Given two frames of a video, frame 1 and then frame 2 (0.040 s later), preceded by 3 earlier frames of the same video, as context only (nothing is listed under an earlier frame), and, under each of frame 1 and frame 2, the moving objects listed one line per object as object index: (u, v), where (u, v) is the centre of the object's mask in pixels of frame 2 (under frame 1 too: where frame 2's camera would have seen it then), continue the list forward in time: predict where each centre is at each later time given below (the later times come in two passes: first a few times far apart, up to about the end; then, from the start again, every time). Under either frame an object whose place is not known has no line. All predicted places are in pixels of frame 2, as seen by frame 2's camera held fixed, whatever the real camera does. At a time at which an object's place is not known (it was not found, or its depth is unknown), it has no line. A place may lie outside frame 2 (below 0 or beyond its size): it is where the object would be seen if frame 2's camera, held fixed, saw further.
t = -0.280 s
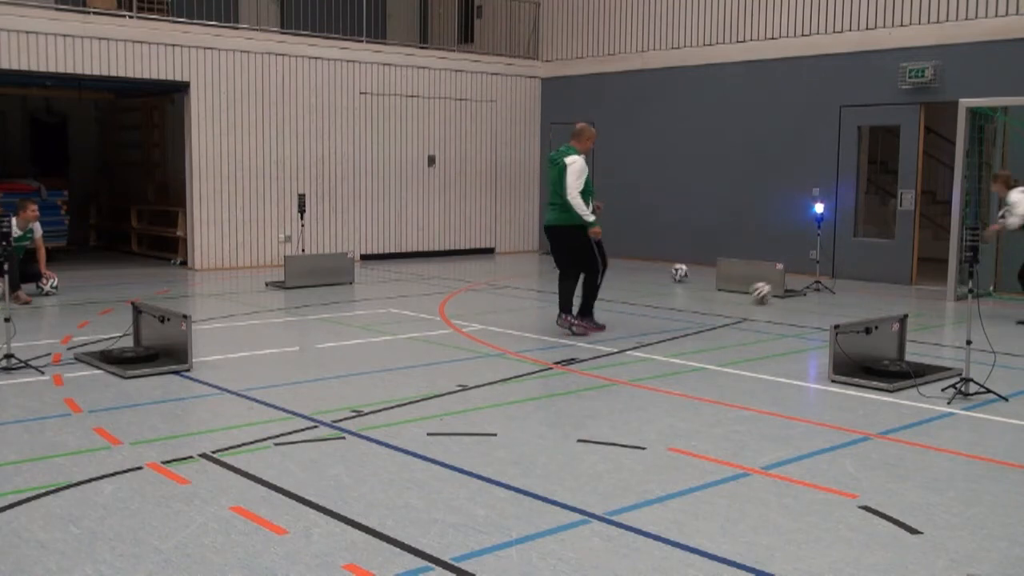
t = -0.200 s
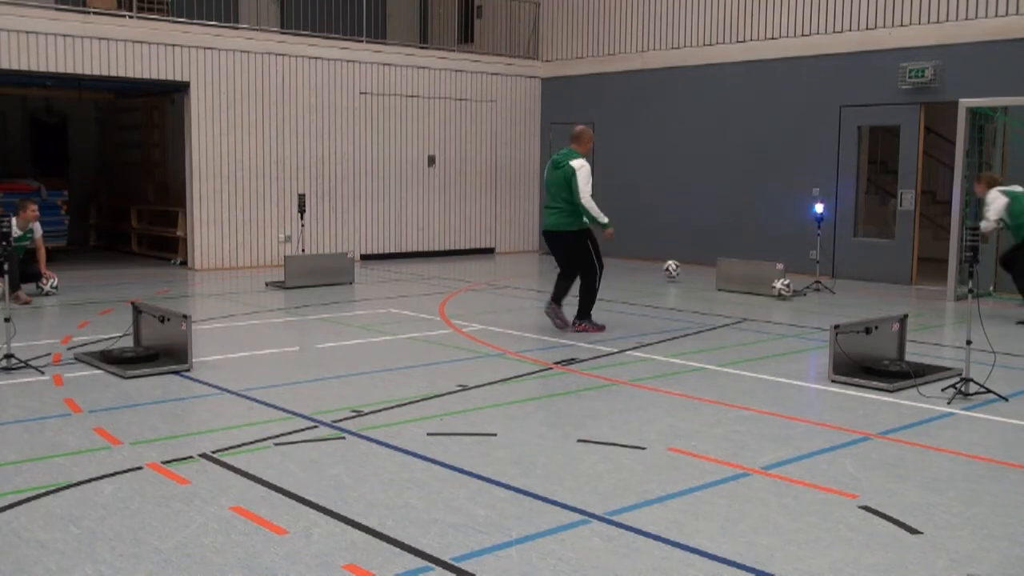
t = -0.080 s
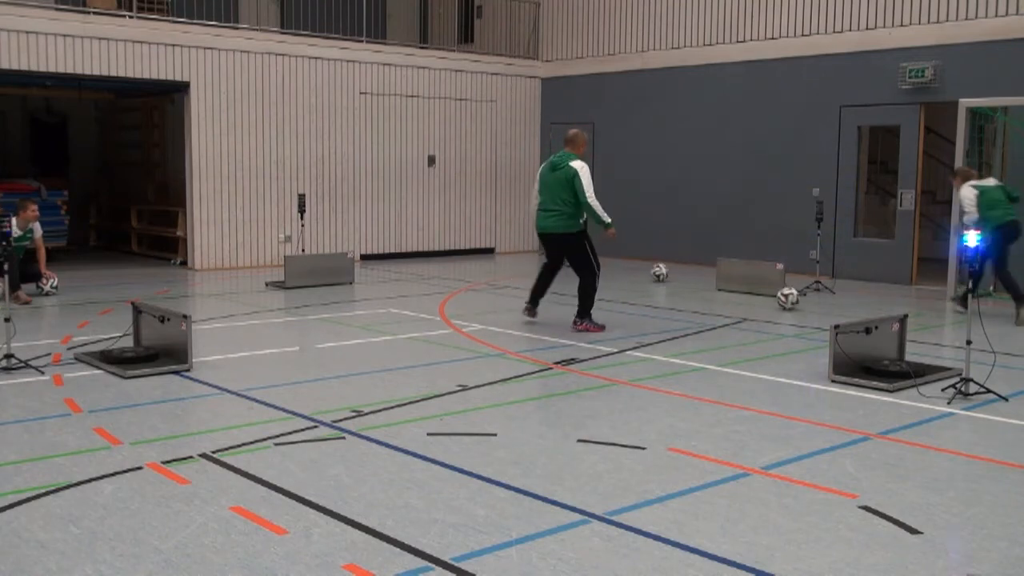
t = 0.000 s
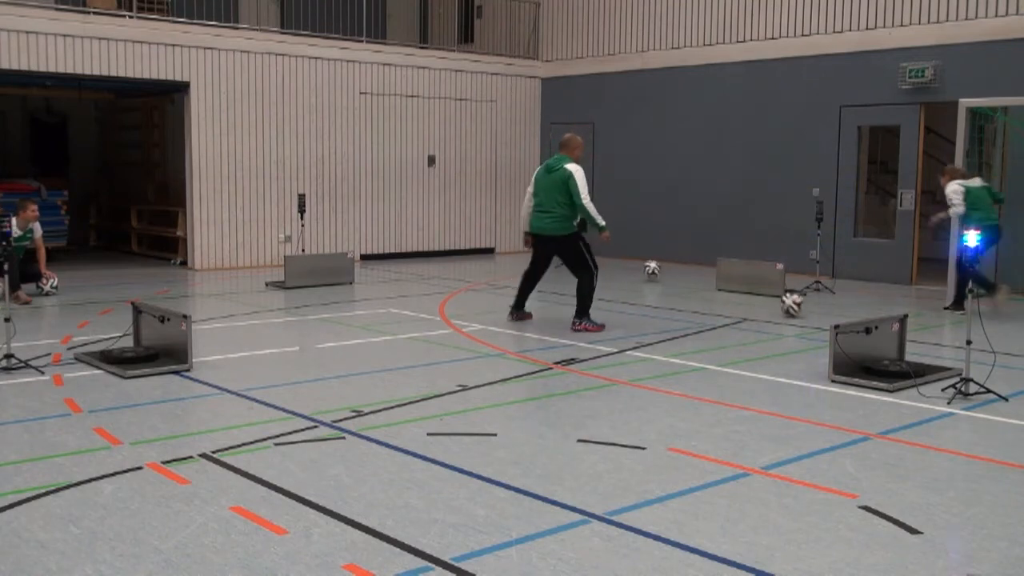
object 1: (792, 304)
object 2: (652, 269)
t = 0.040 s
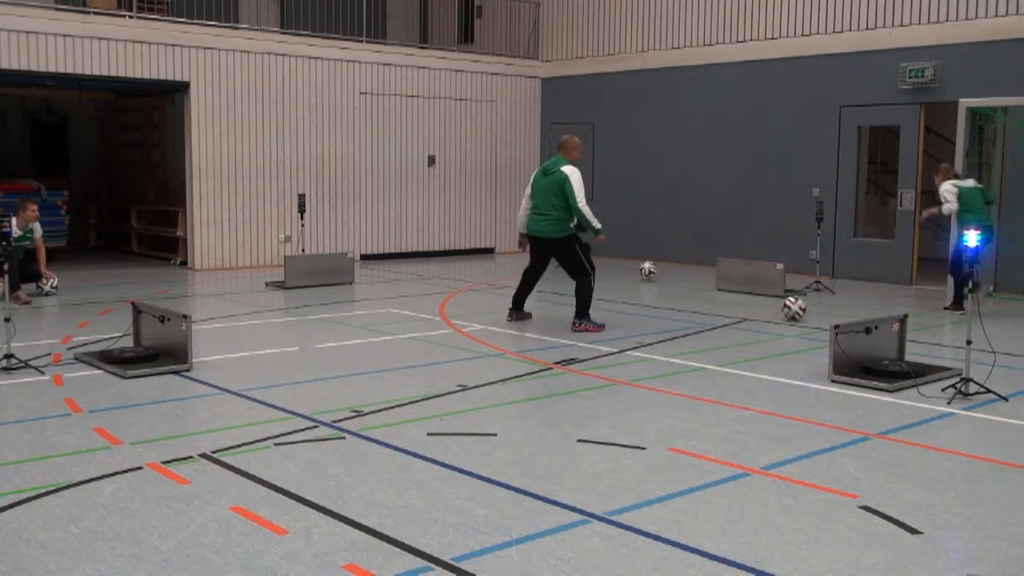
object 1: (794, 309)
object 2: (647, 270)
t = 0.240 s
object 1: (803, 328)
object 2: (628, 271)
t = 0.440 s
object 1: (814, 349)
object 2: (609, 271)
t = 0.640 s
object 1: (774, 361)
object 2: (589, 270)
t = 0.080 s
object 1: (796, 312)
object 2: (644, 272)
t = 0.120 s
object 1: (797, 316)
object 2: (640, 271)
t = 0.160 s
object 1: (800, 320)
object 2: (636, 270)
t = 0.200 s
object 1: (801, 324)
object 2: (632, 271)
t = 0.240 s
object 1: (803, 328)
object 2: (628, 271)
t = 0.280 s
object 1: (806, 332)
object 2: (624, 271)
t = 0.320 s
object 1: (807, 336)
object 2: (620, 271)
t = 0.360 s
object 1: (809, 340)
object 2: (616, 271)
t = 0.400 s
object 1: (812, 345)
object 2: (612, 270)
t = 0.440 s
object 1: (814, 349)
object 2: (609, 271)
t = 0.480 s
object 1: (814, 353)
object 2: (605, 270)
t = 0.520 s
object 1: (816, 356)
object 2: (601, 270)
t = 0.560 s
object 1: (815, 361)
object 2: (597, 270)
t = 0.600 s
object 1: (797, 360)
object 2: (593, 270)
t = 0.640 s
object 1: (774, 361)
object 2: (589, 270)
